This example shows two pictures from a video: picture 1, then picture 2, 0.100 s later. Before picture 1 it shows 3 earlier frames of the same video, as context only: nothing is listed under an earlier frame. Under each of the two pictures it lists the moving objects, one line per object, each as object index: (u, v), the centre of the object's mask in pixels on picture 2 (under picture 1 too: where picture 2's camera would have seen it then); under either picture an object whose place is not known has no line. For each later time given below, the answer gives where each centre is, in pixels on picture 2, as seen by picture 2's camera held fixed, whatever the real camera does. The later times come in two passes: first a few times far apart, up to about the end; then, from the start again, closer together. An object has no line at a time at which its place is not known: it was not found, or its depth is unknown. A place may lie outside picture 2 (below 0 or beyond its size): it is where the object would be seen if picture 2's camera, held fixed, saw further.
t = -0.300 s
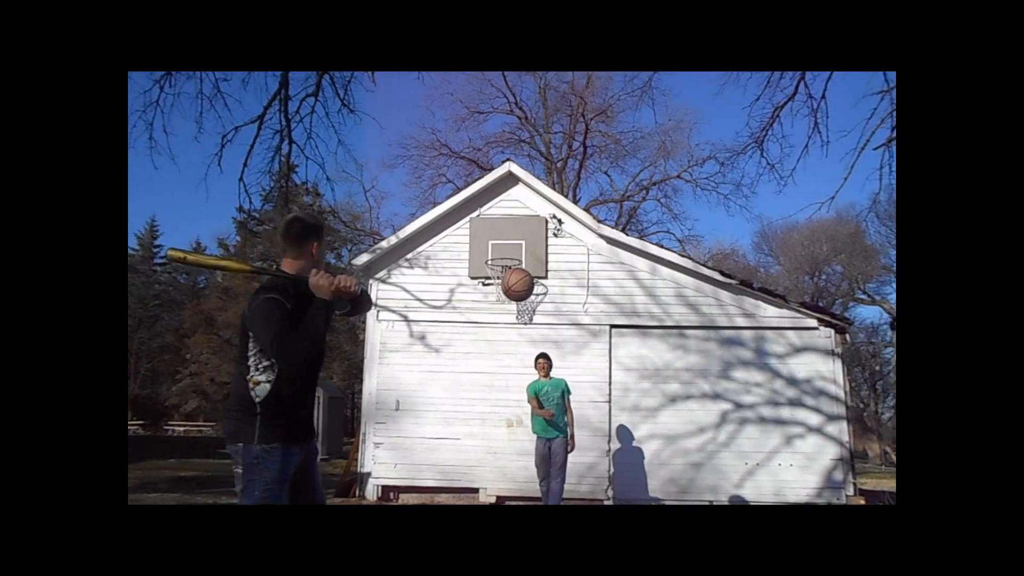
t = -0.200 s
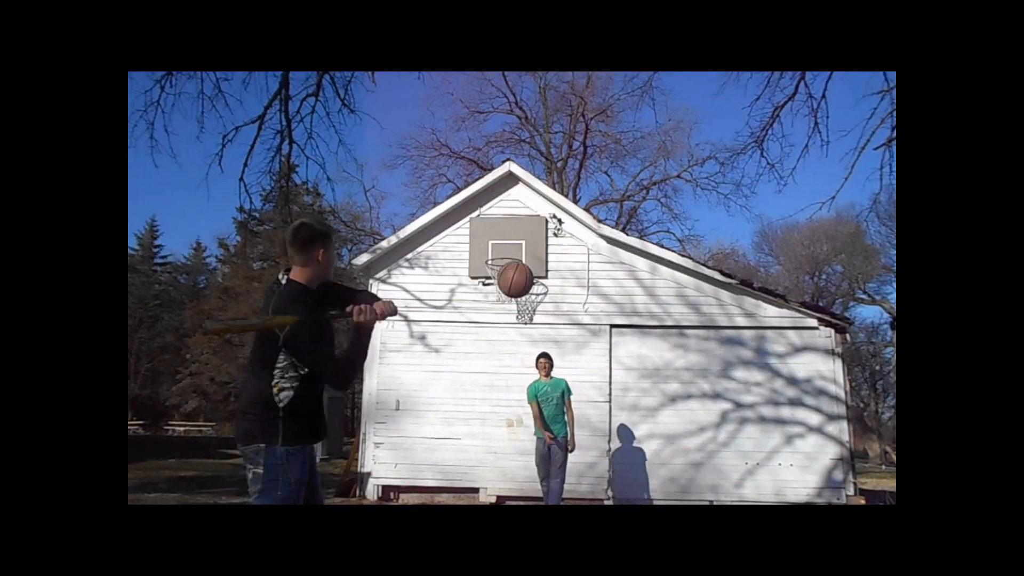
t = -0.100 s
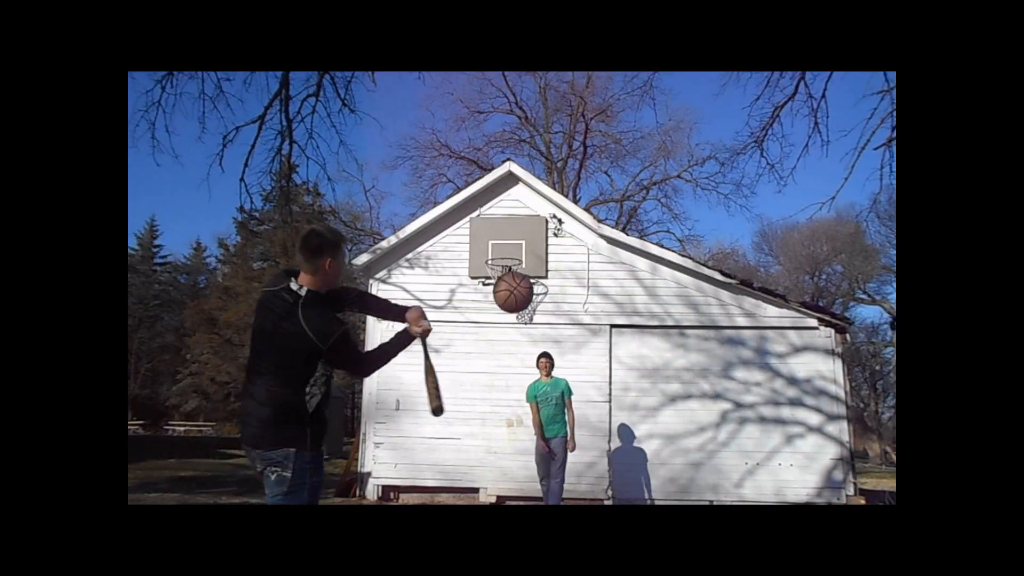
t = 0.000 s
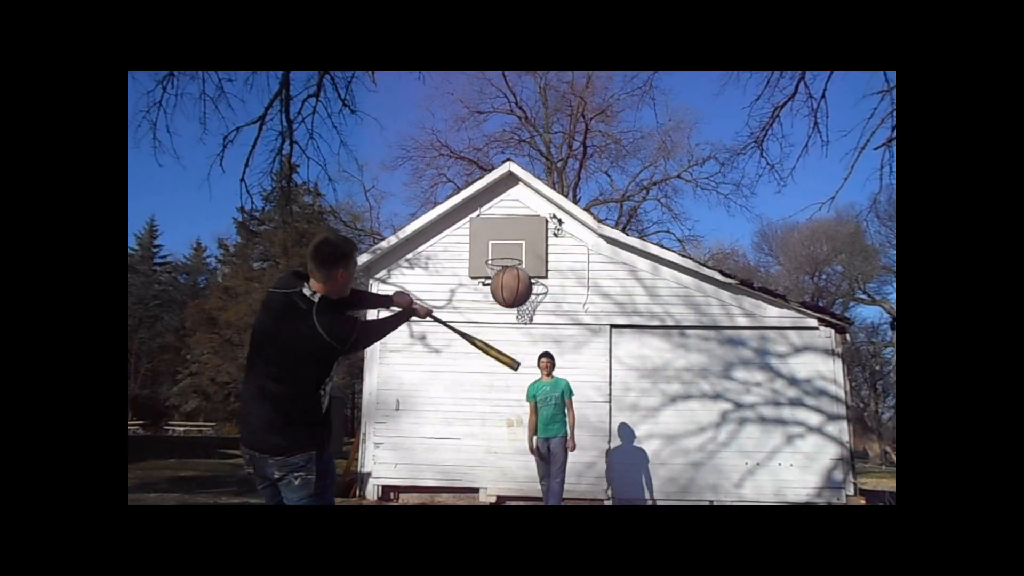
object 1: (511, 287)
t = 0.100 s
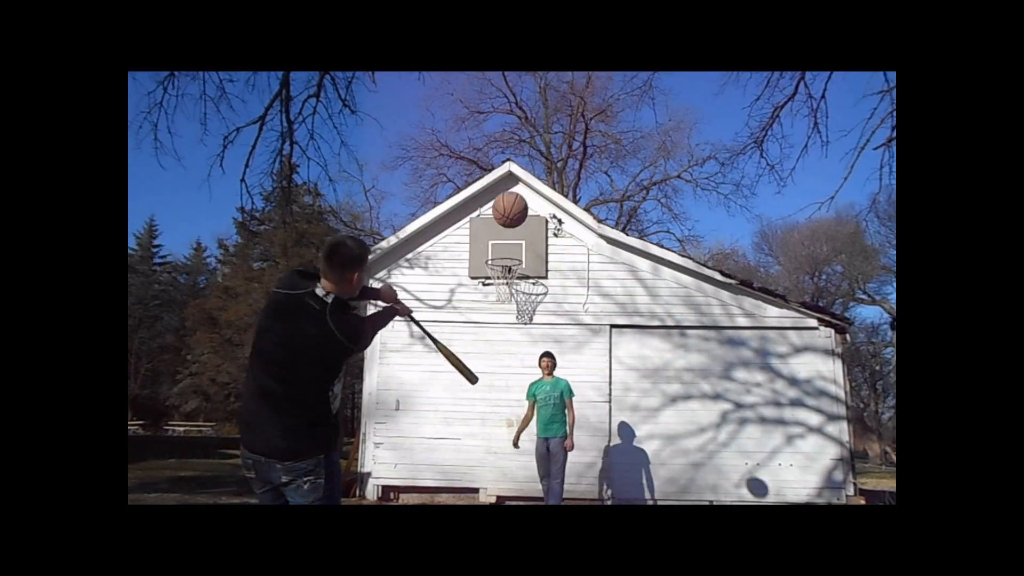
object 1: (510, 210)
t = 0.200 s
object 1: (510, 165)
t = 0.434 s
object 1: (509, 132)
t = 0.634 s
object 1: (509, 146)
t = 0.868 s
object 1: (509, 197)
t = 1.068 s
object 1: (506, 250)
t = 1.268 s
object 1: (504, 290)
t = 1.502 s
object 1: (506, 309)
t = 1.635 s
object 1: (508, 338)
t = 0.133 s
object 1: (510, 191)
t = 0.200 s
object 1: (510, 165)
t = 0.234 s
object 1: (509, 154)
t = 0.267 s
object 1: (509, 147)
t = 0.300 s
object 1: (509, 141)
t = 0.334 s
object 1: (509, 136)
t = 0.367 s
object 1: (509, 133)
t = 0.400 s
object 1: (509, 132)
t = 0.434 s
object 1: (509, 132)
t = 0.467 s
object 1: (509, 131)
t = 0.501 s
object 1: (510, 132)
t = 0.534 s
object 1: (509, 135)
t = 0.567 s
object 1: (509, 138)
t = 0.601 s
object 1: (509, 142)
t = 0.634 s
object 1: (509, 146)
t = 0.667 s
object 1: (509, 152)
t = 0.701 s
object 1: (509, 158)
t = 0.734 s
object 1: (509, 164)
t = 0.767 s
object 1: (509, 171)
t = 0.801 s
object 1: (509, 181)
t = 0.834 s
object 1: (509, 188)
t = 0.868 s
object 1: (509, 197)
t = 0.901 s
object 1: (509, 207)
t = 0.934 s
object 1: (509, 217)
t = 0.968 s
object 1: (510, 228)
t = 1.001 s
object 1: (510, 238)
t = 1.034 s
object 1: (508, 244)
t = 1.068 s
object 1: (506, 250)
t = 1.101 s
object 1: (503, 257)
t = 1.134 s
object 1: (503, 266)
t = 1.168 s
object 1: (503, 272)
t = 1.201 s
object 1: (504, 278)
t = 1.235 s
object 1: (503, 288)
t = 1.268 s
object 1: (504, 290)
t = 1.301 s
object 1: (504, 292)
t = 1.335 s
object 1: (504, 294)
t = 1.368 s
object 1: (505, 295)
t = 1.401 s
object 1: (505, 298)
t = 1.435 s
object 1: (506, 301)
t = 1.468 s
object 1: (506, 305)
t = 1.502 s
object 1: (506, 309)
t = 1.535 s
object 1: (507, 315)
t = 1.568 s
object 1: (507, 322)
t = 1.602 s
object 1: (508, 329)
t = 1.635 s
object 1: (508, 338)
